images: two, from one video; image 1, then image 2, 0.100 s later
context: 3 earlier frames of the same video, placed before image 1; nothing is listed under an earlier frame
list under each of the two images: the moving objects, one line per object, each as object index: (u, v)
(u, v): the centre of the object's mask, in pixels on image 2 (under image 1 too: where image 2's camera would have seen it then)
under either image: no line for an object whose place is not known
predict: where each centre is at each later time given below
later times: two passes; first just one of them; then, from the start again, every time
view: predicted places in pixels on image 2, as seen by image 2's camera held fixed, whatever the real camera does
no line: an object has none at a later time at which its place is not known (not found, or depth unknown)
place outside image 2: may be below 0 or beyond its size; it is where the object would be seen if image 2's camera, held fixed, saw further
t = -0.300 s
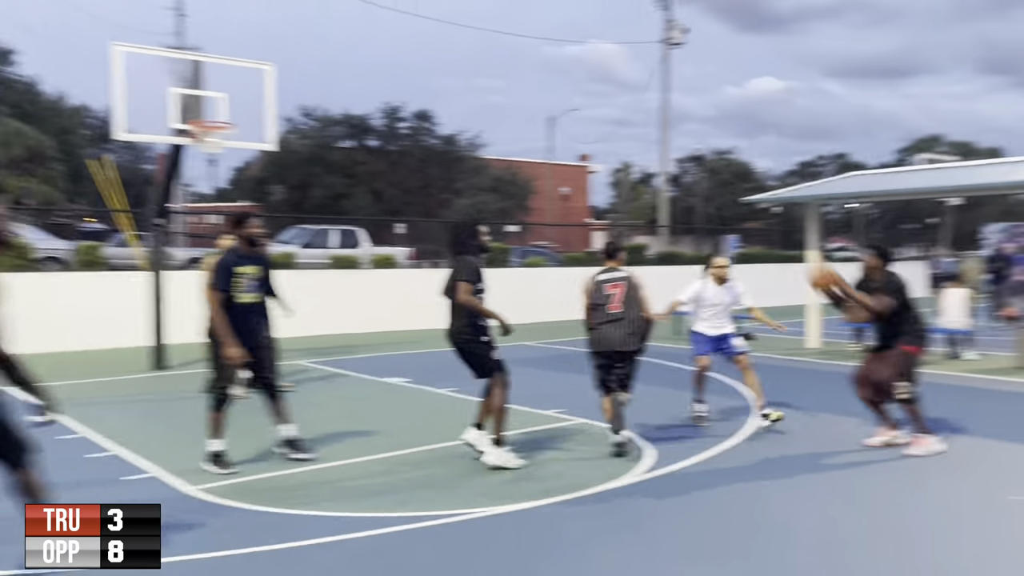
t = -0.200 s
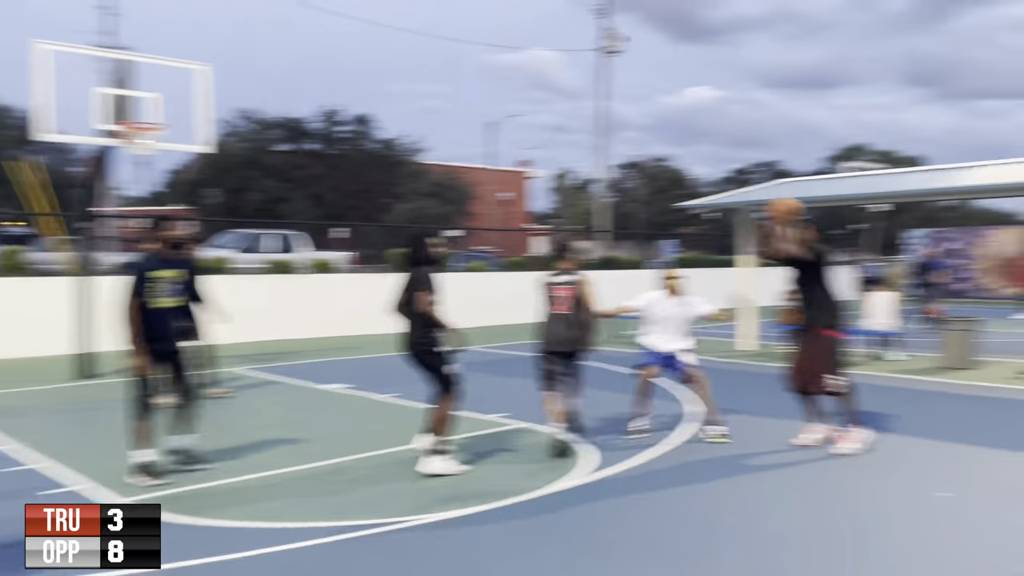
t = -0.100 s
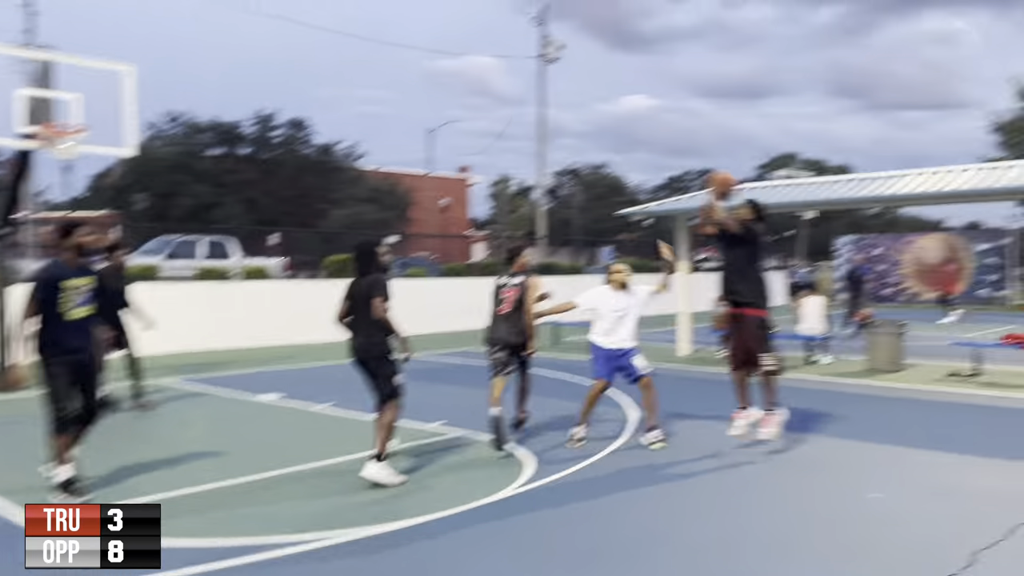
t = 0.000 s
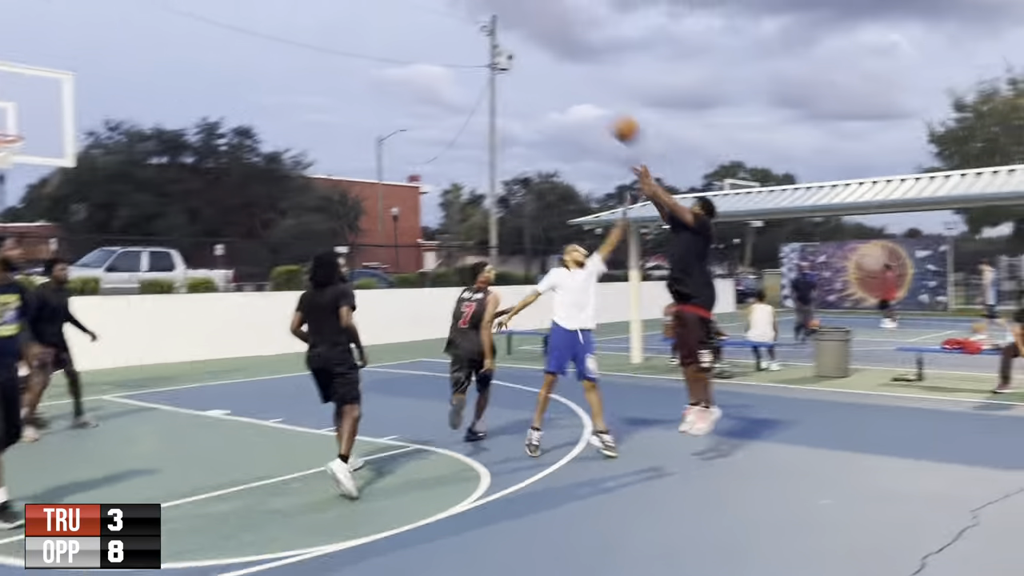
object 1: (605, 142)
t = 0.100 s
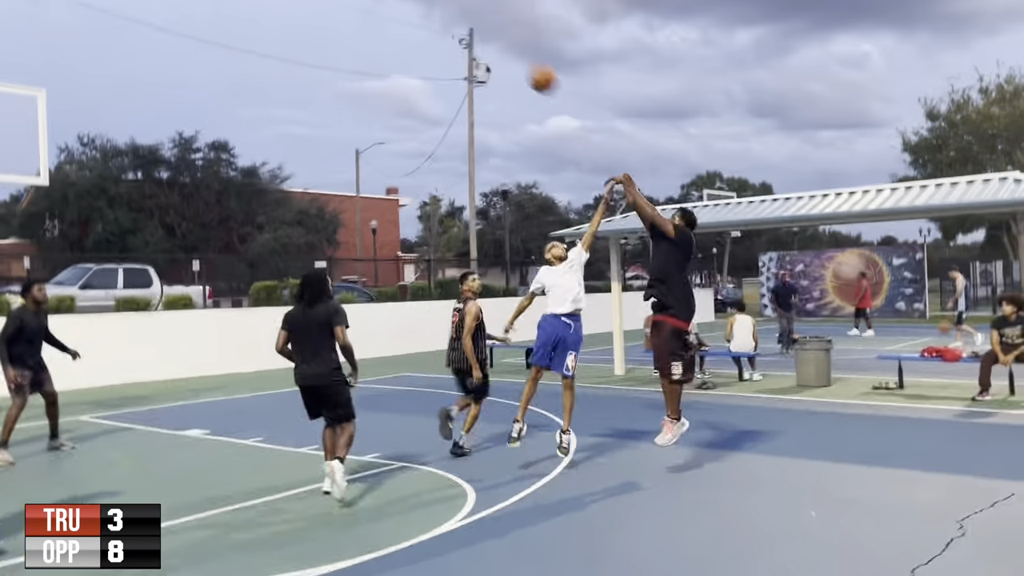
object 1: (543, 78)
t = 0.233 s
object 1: (464, 17)
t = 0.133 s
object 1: (522, 61)
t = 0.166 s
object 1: (502, 45)
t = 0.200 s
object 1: (481, 29)
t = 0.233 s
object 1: (464, 17)
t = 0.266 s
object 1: (443, 3)
